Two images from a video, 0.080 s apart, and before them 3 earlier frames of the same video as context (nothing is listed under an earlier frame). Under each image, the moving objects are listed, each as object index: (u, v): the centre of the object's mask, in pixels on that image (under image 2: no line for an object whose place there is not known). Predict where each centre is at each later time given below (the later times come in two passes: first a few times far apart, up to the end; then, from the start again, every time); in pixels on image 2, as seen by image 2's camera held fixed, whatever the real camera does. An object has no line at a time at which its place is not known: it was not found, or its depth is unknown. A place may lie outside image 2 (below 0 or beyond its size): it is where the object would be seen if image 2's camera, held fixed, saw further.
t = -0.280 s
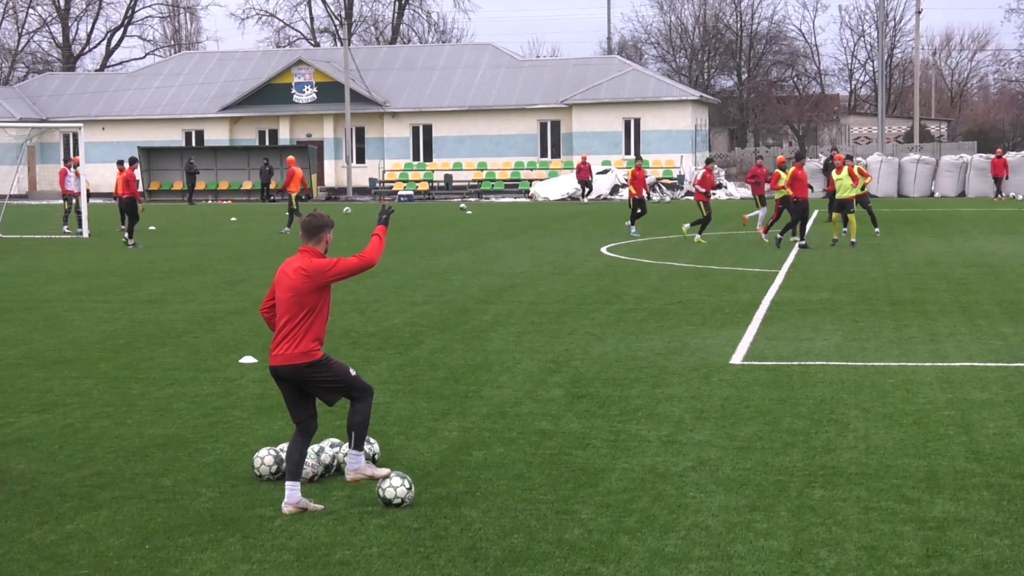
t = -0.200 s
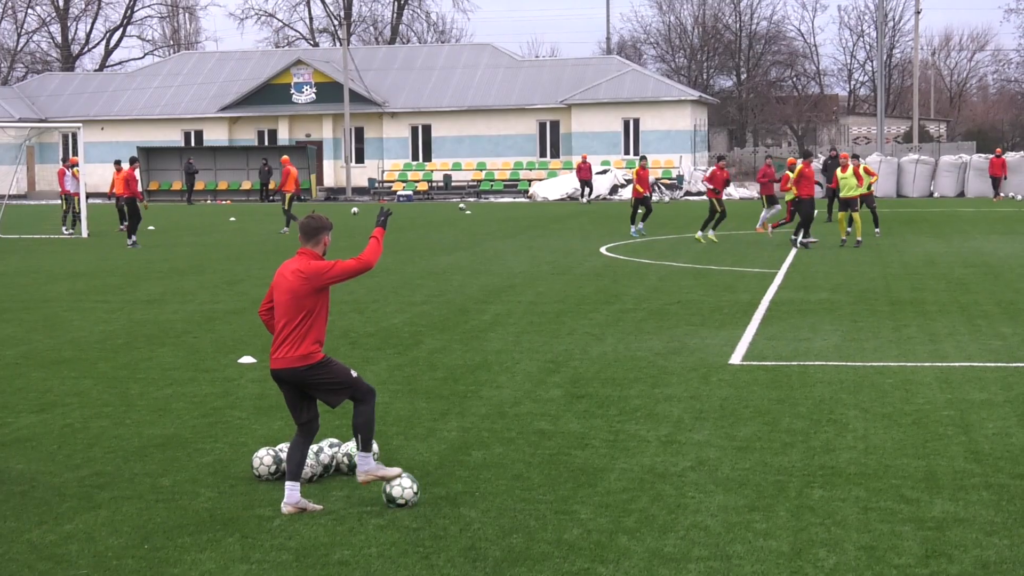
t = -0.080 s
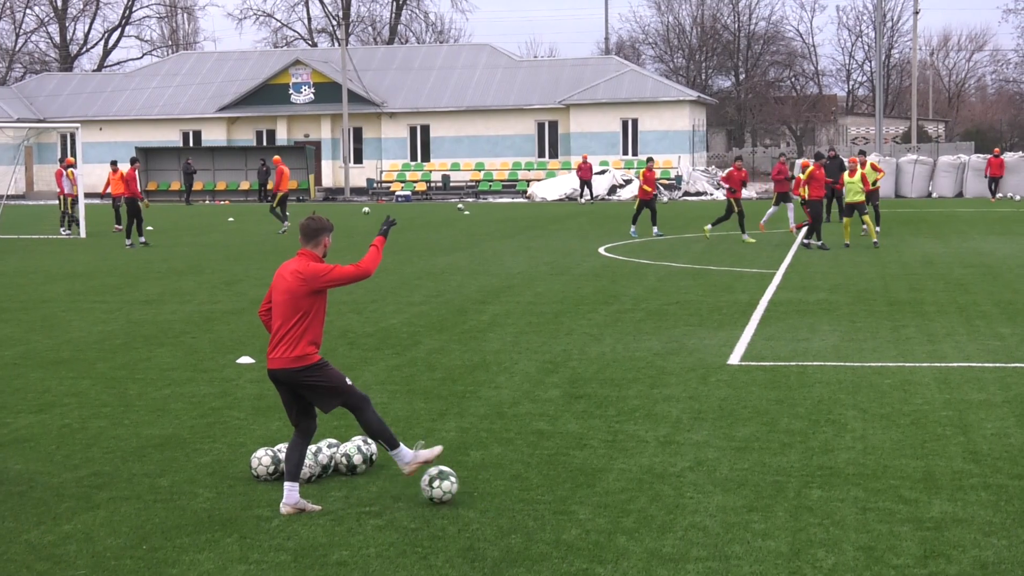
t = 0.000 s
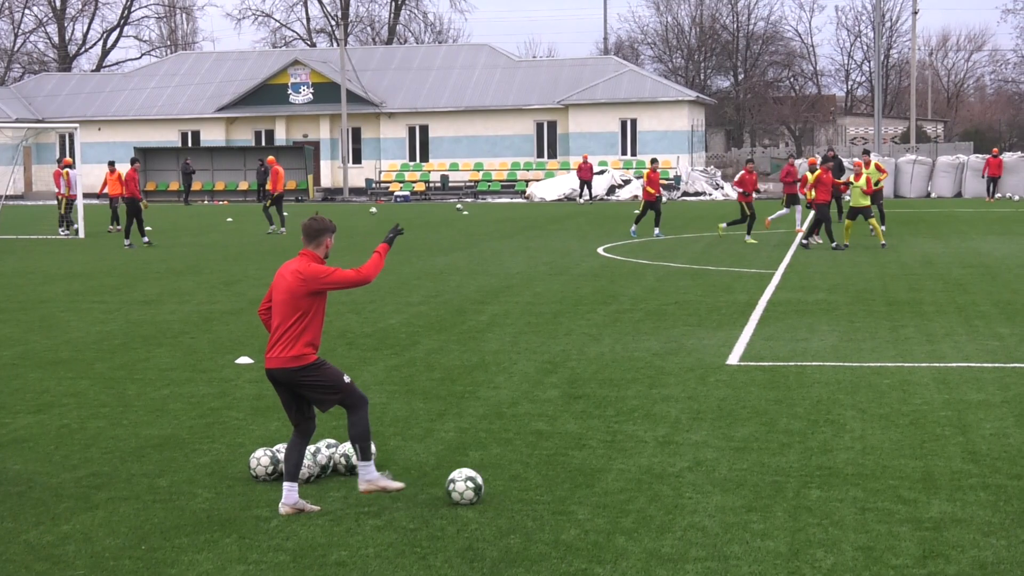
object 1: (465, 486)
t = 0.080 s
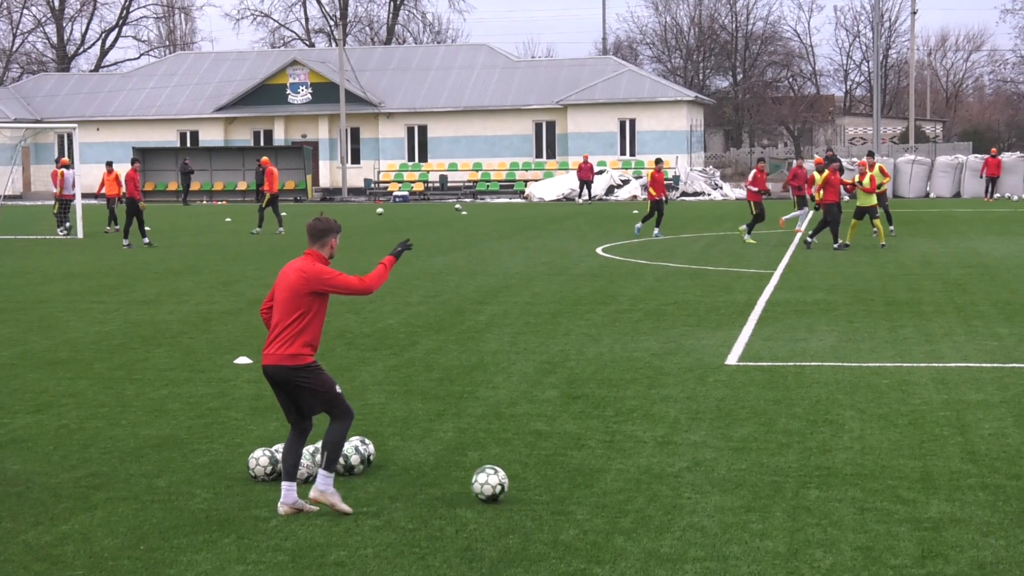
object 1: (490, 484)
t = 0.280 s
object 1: (552, 482)
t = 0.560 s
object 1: (629, 481)
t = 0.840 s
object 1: (695, 481)
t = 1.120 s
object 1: (749, 477)
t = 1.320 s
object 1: (782, 476)
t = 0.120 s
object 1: (502, 483)
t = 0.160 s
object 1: (515, 484)
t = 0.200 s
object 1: (528, 484)
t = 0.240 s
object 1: (540, 483)
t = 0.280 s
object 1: (552, 482)
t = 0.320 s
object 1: (563, 482)
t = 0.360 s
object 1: (574, 482)
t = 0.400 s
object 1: (586, 482)
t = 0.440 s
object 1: (597, 482)
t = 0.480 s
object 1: (609, 482)
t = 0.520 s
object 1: (619, 482)
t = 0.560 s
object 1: (629, 481)
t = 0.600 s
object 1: (639, 480)
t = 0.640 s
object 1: (649, 480)
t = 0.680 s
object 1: (658, 479)
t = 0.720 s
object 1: (668, 480)
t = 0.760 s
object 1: (677, 481)
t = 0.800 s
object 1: (686, 480)
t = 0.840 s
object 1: (695, 481)
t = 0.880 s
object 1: (703, 481)
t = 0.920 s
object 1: (711, 480)
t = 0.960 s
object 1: (719, 479)
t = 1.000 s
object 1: (727, 478)
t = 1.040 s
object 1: (735, 478)
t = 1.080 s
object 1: (742, 478)
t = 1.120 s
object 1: (749, 477)
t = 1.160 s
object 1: (756, 477)
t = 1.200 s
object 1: (763, 476)
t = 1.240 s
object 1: (769, 476)
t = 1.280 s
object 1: (776, 476)
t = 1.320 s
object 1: (782, 476)
